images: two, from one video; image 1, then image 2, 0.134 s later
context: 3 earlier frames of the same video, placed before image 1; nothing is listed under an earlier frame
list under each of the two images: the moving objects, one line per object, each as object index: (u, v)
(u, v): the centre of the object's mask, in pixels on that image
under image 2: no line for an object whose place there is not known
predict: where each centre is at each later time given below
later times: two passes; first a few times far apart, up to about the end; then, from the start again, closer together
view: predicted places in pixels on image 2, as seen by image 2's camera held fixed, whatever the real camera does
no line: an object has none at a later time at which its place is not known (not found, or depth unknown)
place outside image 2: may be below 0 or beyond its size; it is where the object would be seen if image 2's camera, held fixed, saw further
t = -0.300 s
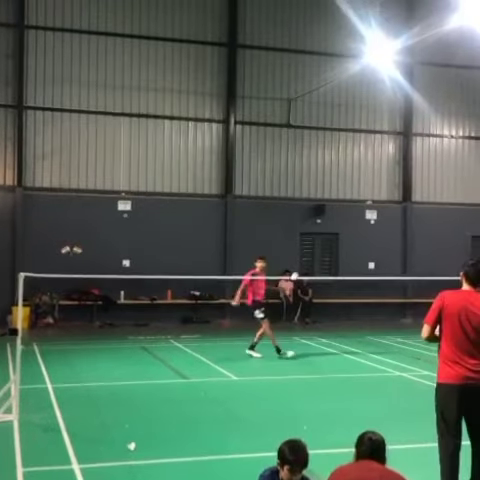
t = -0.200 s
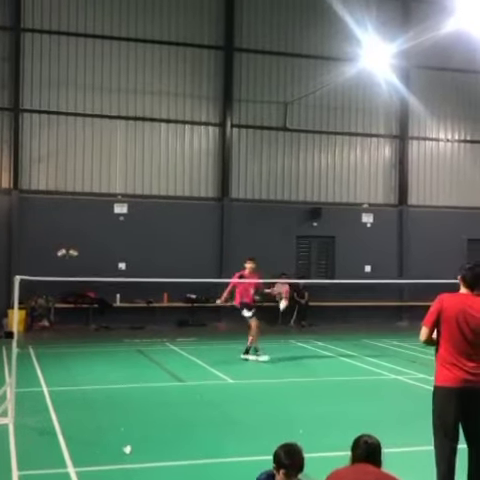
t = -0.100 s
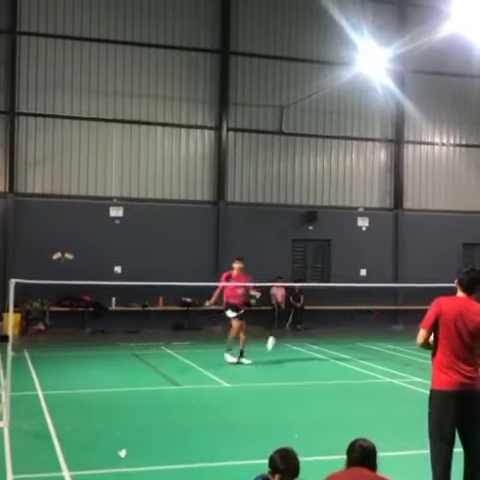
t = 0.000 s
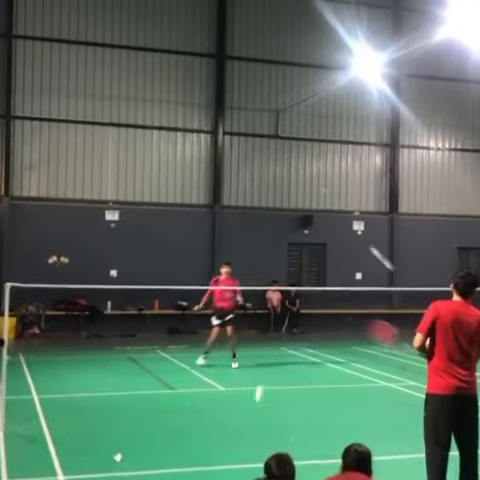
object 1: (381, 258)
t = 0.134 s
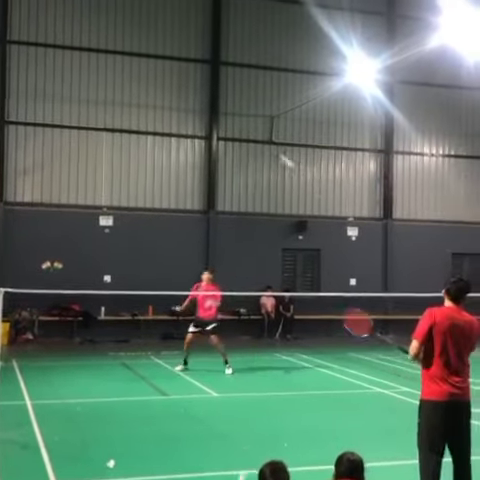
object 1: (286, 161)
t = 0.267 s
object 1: (239, 115)
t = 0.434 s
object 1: (199, 93)
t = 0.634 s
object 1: (169, 96)
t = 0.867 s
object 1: (145, 126)
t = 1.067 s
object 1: (131, 169)
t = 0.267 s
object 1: (239, 115)
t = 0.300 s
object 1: (229, 108)
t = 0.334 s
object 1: (221, 103)
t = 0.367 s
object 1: (213, 98)
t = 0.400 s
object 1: (206, 95)
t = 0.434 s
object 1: (199, 93)
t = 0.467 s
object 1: (194, 92)
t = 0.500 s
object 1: (188, 91)
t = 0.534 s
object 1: (183, 91)
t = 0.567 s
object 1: (178, 92)
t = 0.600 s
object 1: (173, 94)
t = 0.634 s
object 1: (169, 96)
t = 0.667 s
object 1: (165, 99)
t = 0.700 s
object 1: (161, 103)
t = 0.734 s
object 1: (157, 107)
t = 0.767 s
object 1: (154, 111)
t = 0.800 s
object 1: (150, 116)
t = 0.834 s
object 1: (147, 122)
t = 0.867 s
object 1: (145, 126)
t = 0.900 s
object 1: (142, 133)
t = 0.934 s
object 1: (139, 140)
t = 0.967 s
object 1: (137, 146)
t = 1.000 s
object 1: (135, 154)
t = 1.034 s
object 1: (133, 162)
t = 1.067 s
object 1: (131, 169)
